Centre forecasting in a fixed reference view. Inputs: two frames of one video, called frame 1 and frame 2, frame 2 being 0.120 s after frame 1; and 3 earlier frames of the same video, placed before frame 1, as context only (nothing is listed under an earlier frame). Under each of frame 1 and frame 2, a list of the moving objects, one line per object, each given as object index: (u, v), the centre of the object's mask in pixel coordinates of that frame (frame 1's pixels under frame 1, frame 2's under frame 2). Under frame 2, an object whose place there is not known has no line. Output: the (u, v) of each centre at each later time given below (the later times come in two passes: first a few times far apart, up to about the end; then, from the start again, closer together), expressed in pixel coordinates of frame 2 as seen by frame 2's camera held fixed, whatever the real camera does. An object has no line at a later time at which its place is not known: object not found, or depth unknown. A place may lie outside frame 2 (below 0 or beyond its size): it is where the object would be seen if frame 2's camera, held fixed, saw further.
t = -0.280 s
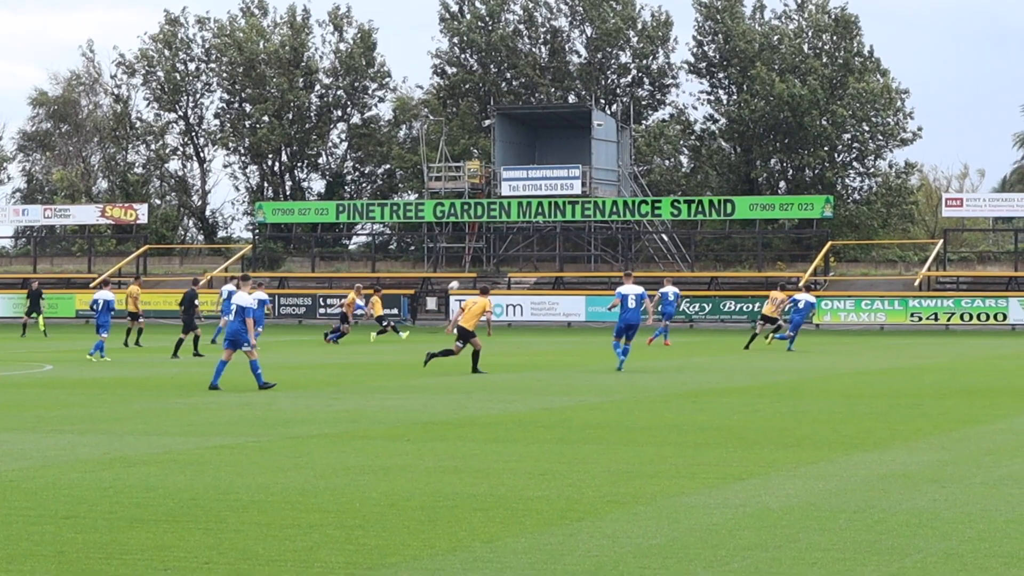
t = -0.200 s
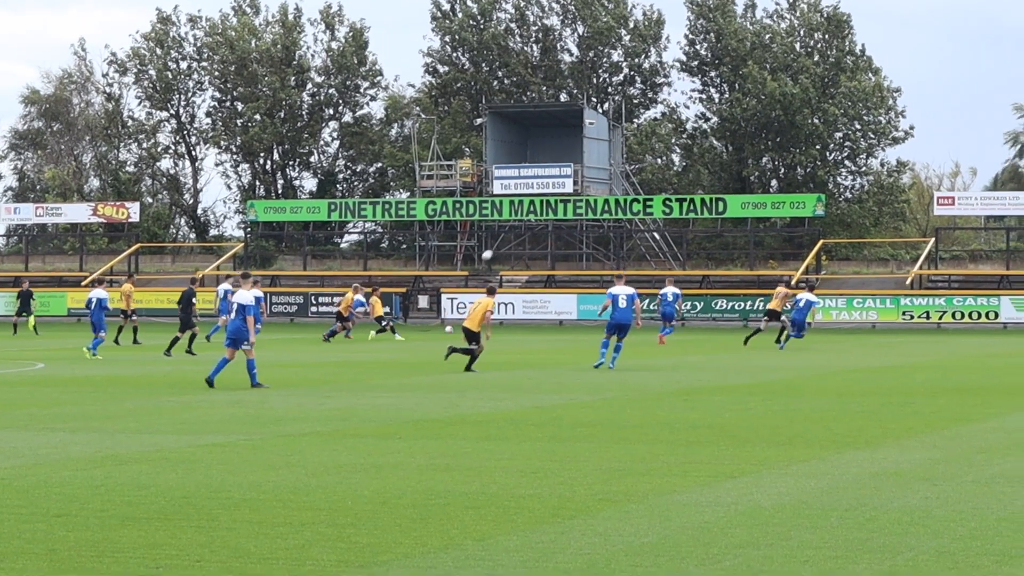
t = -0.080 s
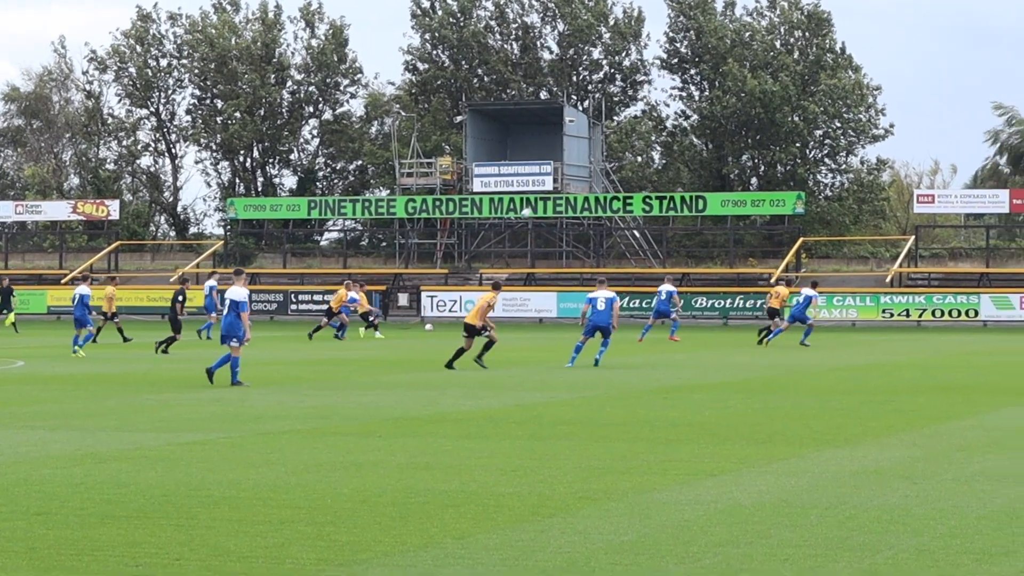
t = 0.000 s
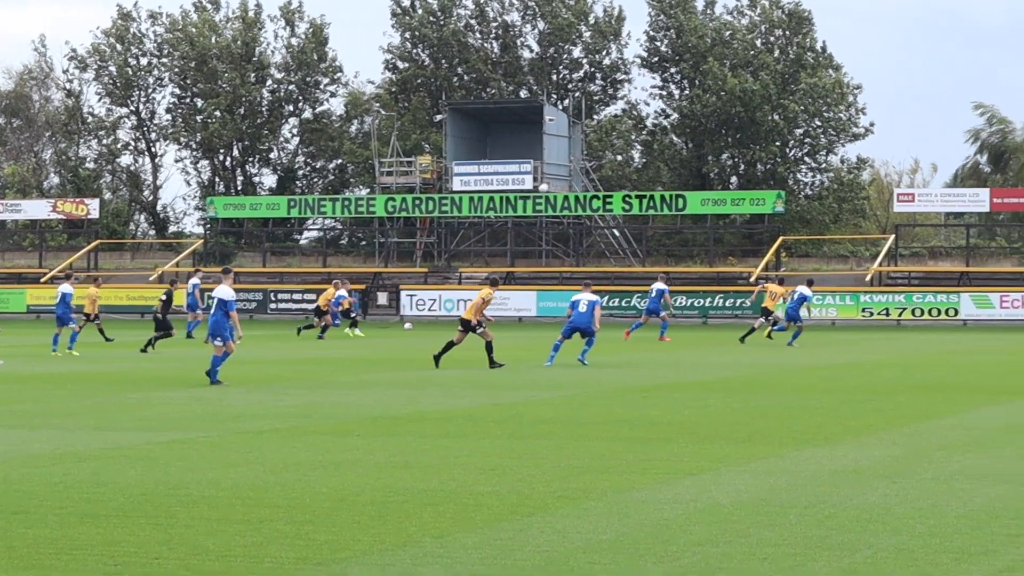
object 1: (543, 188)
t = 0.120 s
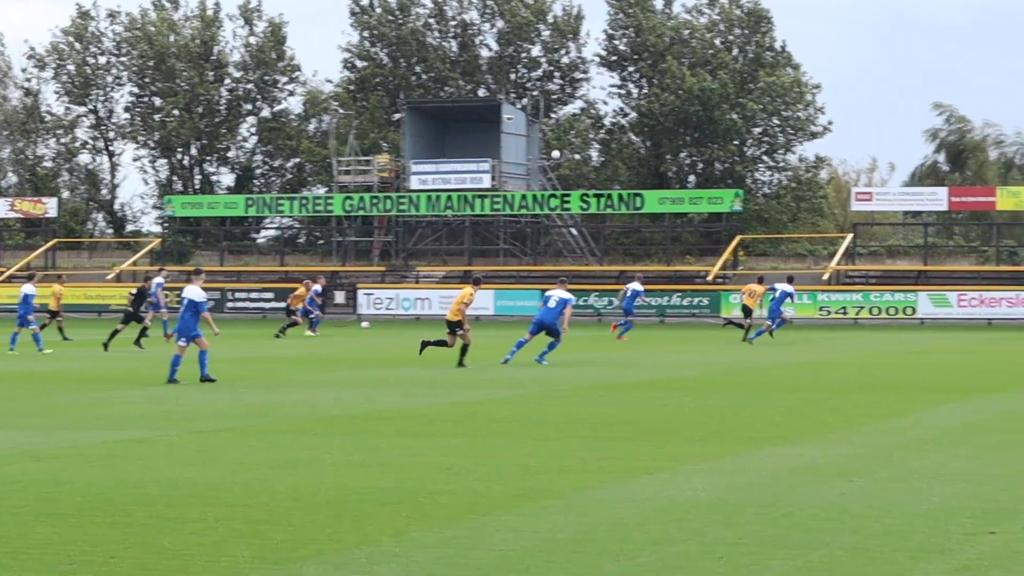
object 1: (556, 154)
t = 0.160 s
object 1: (573, 145)
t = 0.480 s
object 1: (699, 81)
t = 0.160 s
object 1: (573, 145)
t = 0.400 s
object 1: (669, 94)
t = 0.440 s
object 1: (684, 87)
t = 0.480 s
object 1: (699, 81)
